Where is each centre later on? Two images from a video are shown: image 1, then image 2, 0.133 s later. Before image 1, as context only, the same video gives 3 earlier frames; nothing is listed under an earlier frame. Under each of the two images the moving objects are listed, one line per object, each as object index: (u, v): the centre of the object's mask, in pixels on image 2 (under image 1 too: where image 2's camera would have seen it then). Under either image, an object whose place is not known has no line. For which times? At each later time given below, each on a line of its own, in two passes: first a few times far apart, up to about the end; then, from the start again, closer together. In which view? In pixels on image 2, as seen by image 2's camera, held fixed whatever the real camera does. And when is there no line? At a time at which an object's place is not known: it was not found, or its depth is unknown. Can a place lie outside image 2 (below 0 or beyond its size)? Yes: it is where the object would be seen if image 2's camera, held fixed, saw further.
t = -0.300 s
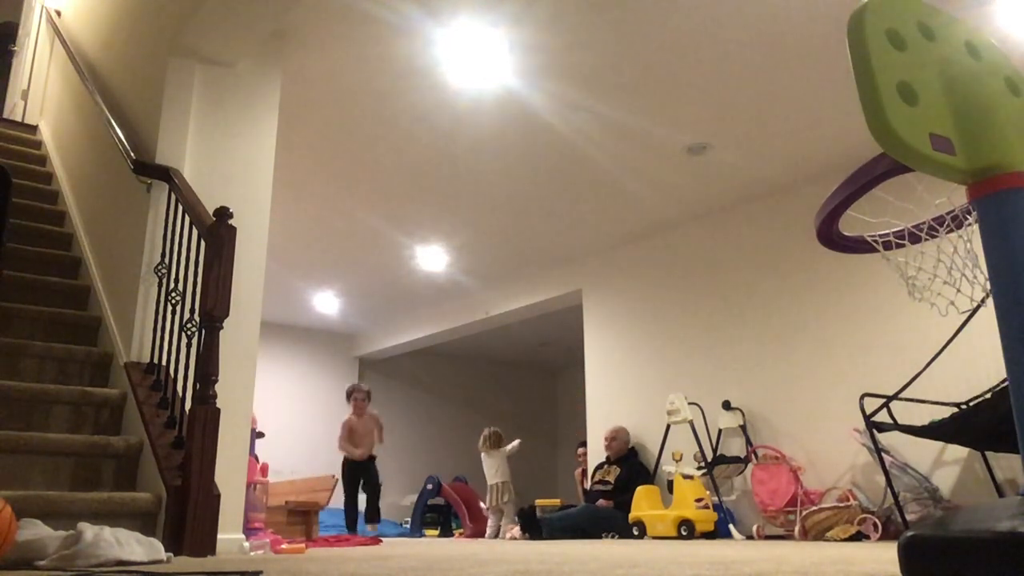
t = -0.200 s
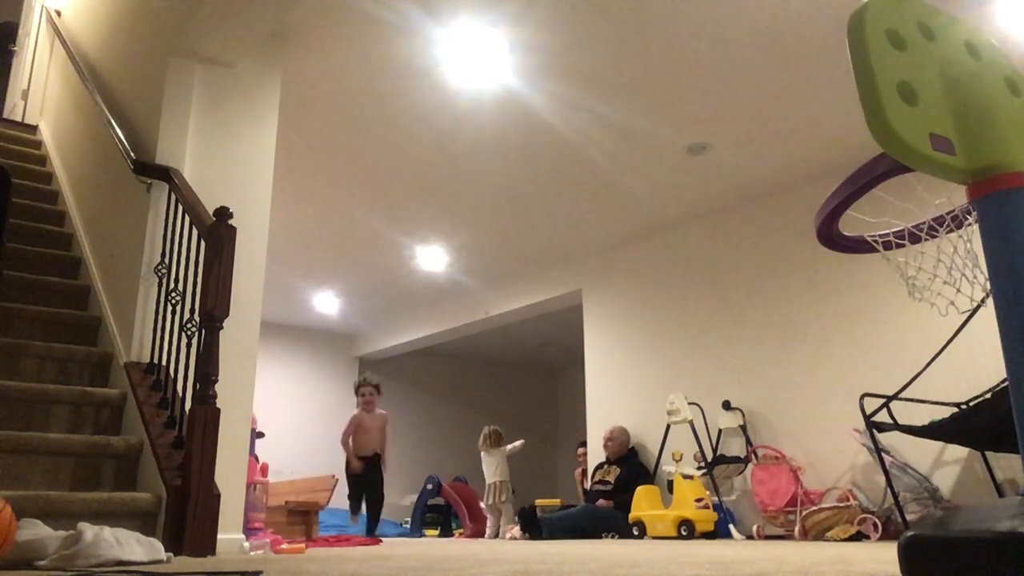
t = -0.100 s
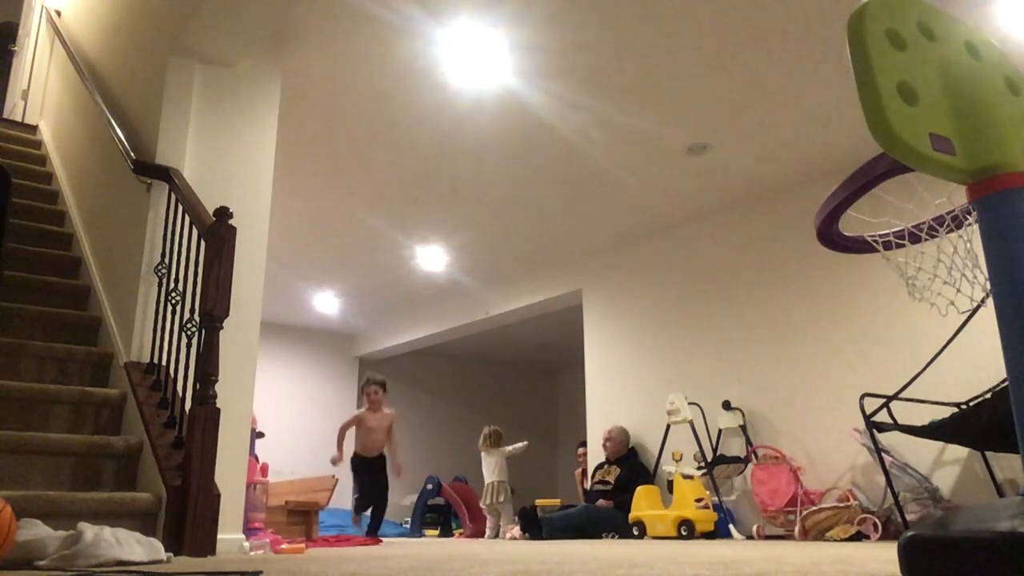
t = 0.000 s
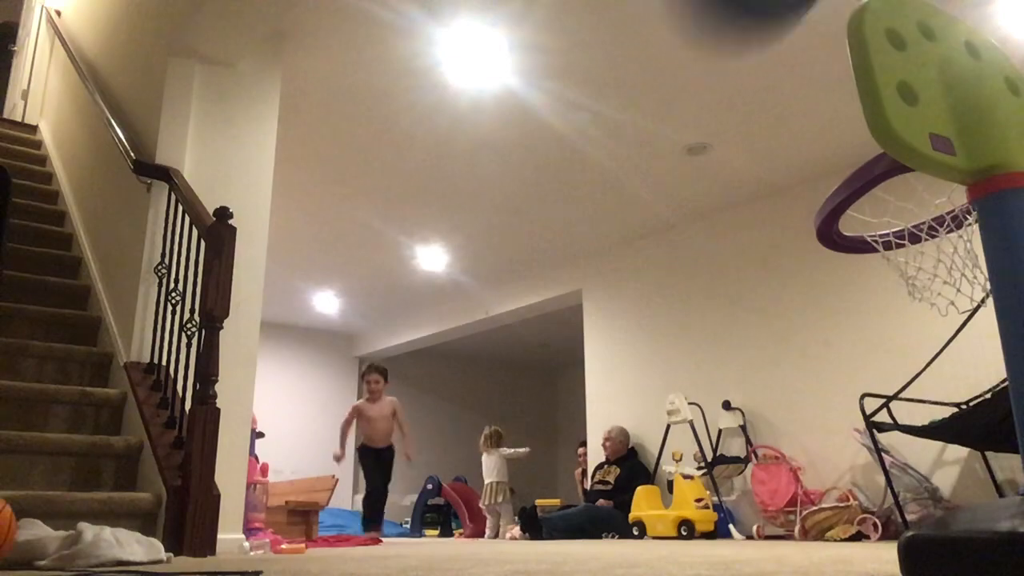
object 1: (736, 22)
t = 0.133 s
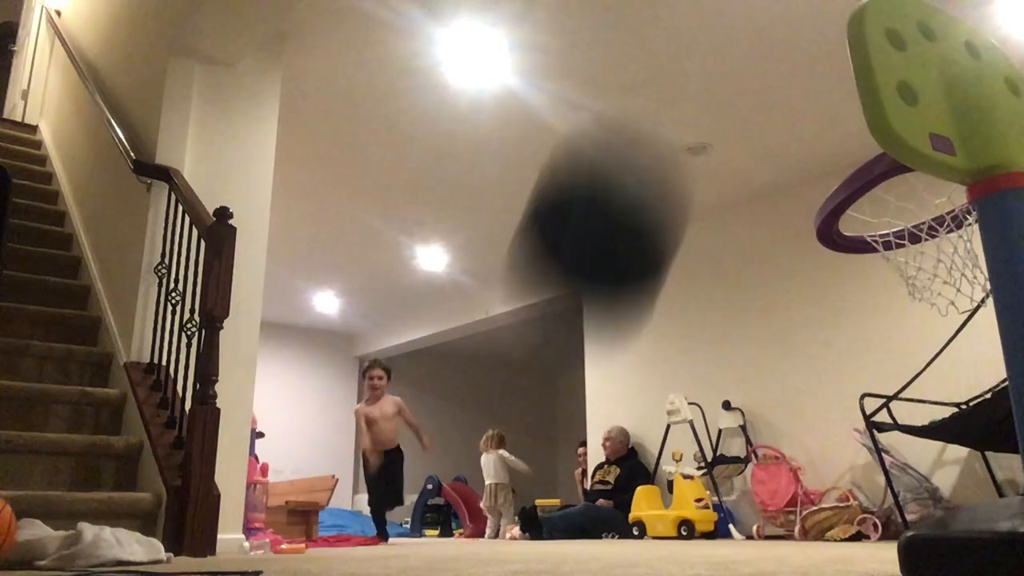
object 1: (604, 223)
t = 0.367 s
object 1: (510, 370)
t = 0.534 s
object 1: (543, 340)
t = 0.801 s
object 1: (591, 464)
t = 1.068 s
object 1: (620, 504)
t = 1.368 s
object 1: (680, 507)
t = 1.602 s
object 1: (703, 505)
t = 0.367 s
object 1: (510, 370)
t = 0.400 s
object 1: (516, 347)
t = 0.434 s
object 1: (523, 332)
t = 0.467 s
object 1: (529, 327)
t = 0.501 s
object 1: (536, 329)
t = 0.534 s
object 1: (543, 340)
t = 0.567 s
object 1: (550, 362)
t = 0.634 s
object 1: (566, 444)
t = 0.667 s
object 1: (581, 517)
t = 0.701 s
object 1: (586, 519)
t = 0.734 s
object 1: (587, 496)
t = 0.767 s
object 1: (589, 476)
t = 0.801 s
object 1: (591, 464)
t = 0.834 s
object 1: (593, 463)
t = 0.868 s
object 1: (596, 472)
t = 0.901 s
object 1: (600, 492)
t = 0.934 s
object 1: (603, 514)
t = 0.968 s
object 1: (606, 514)
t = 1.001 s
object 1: (612, 503)
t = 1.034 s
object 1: (616, 501)
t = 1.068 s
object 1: (620, 504)
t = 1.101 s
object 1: (625, 511)
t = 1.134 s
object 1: (632, 508)
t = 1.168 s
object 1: (638, 508)
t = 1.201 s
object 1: (645, 510)
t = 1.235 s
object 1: (652, 508)
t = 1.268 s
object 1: (659, 508)
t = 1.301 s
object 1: (666, 508)
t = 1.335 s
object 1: (673, 508)
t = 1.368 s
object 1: (680, 507)
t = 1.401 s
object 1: (685, 507)
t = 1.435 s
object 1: (690, 506)
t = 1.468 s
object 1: (695, 506)
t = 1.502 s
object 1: (698, 506)
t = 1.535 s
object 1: (700, 505)
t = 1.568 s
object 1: (702, 505)
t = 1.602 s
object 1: (703, 505)
